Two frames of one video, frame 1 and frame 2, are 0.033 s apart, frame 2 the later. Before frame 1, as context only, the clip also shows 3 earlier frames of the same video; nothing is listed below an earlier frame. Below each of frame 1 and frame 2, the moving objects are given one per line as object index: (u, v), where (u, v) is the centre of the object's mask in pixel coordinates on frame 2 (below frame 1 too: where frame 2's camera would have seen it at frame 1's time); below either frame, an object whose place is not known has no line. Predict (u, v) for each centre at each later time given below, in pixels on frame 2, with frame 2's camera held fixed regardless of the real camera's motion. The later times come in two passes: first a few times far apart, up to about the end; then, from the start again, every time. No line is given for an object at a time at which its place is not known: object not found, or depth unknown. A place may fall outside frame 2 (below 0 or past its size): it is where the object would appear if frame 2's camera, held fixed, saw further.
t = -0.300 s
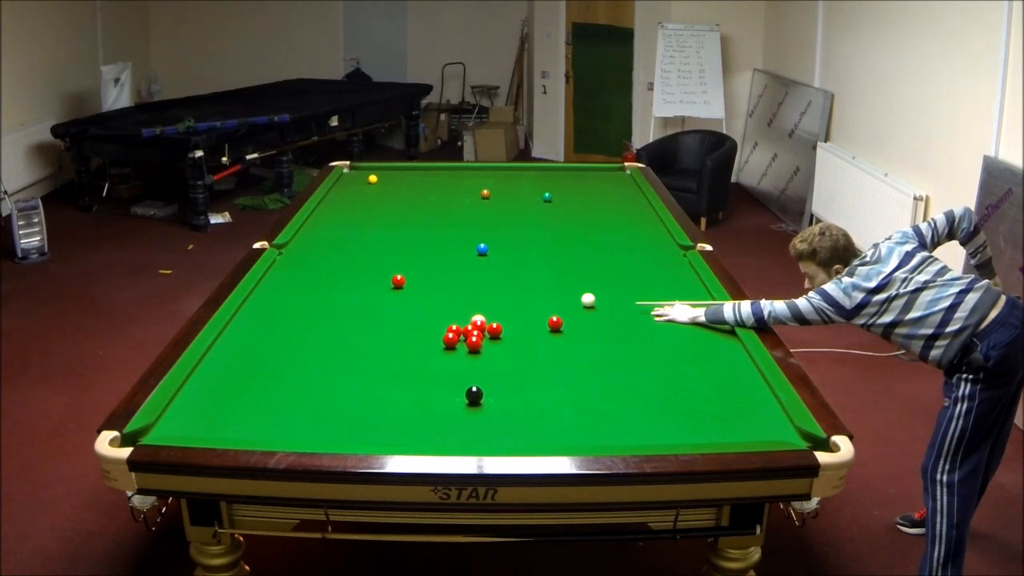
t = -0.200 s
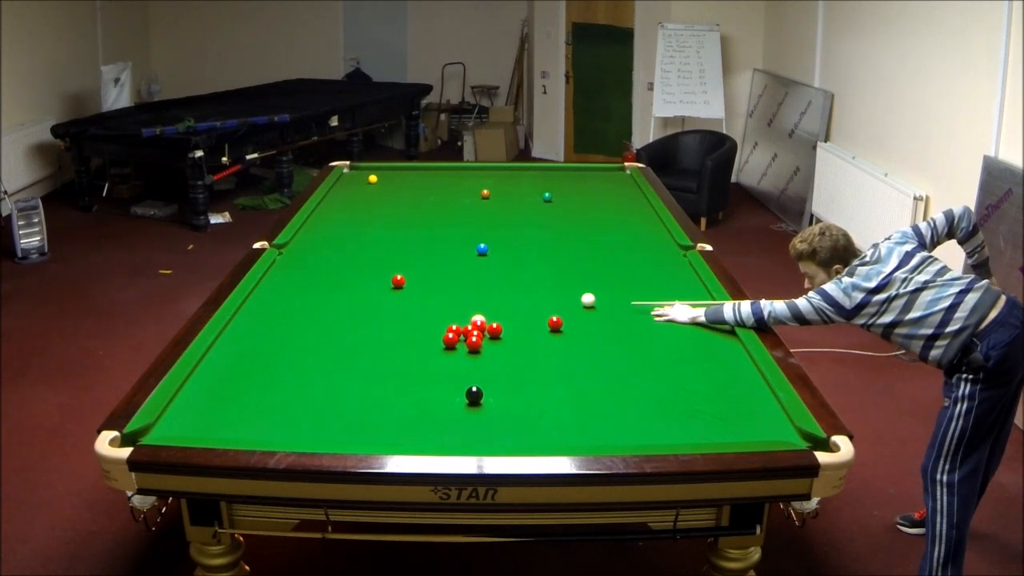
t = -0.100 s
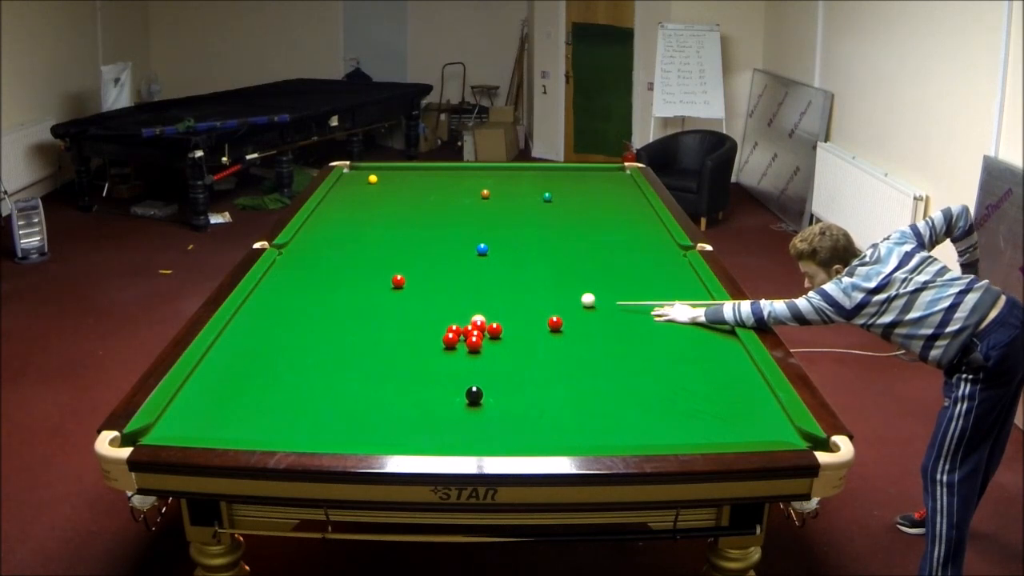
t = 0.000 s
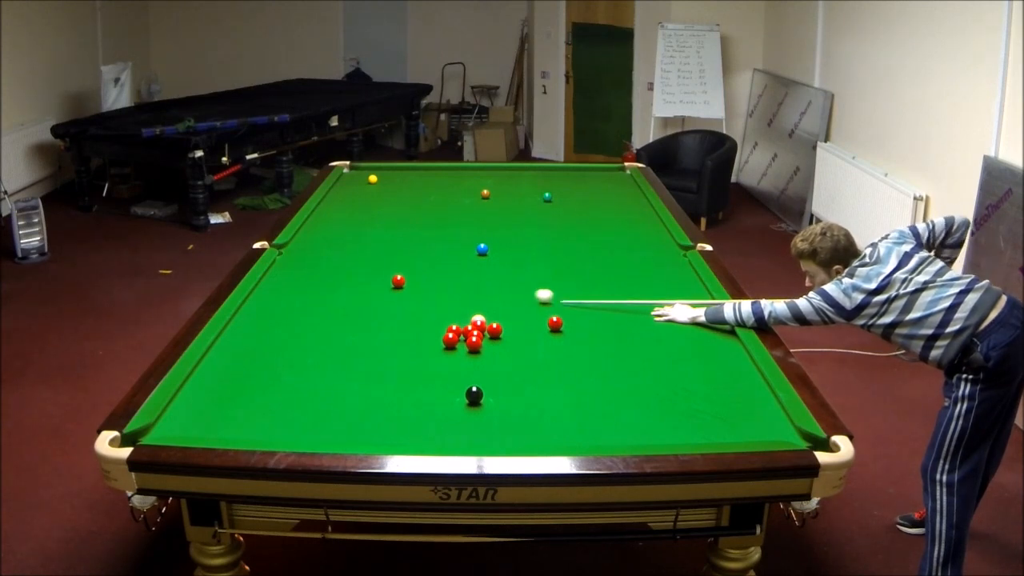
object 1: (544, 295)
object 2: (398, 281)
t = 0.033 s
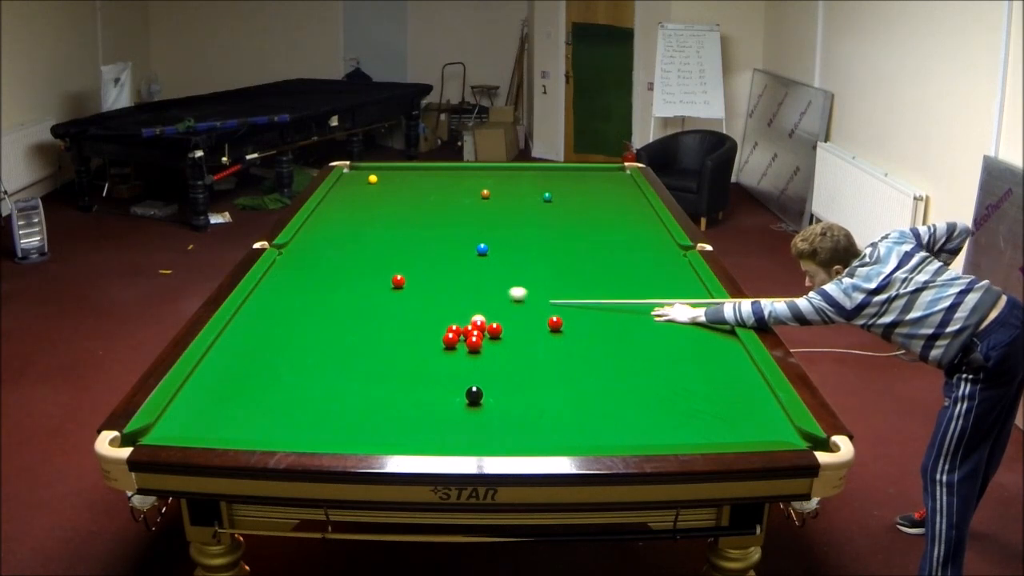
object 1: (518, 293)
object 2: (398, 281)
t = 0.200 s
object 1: (406, 284)
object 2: (394, 280)
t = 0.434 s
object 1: (373, 296)
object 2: (316, 258)
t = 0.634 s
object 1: (349, 305)
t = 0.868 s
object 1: (320, 317)
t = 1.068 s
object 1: (294, 327)
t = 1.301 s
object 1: (265, 338)
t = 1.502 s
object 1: (240, 349)
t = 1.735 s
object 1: (209, 361)
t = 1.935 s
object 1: (208, 372)
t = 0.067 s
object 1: (492, 291)
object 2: (398, 281)
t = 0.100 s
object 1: (469, 289)
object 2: (398, 281)
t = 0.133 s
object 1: (445, 287)
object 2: (398, 281)
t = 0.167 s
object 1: (423, 285)
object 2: (398, 281)
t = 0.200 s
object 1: (406, 284)
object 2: (394, 280)
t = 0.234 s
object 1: (400, 286)
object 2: (381, 276)
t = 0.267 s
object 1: (394, 288)
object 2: (368, 273)
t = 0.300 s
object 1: (389, 289)
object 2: (357, 270)
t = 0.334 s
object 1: (385, 291)
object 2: (345, 266)
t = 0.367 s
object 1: (381, 293)
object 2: (335, 263)
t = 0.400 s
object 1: (377, 294)
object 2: (326, 261)
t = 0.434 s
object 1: (373, 296)
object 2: (316, 258)
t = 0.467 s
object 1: (369, 298)
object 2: (307, 256)
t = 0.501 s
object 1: (365, 299)
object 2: (300, 253)
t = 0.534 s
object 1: (361, 301)
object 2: (292, 251)
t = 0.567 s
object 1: (357, 302)
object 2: (284, 249)
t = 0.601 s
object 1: (353, 304)
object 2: (277, 246)
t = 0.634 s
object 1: (349, 305)
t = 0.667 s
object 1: (344, 307)
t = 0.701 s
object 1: (340, 309)
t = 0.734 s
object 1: (336, 310)
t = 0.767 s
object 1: (332, 312)
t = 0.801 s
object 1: (328, 314)
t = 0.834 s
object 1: (324, 315)
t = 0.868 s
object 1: (320, 317)
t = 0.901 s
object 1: (316, 318)
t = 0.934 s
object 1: (311, 320)
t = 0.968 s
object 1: (307, 322)
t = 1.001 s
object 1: (303, 323)
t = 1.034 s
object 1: (299, 325)
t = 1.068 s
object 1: (294, 327)
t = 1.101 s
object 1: (290, 328)
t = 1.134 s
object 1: (286, 330)
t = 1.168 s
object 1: (282, 332)
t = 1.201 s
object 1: (278, 333)
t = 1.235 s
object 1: (273, 335)
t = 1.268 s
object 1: (269, 337)
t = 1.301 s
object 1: (265, 338)
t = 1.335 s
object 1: (261, 340)
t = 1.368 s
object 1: (256, 342)
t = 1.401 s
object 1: (252, 343)
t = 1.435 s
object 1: (248, 345)
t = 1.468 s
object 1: (244, 347)
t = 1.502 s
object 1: (240, 349)
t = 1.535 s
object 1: (235, 351)
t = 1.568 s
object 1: (231, 352)
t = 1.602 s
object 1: (227, 354)
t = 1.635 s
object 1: (222, 355)
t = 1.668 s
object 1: (218, 357)
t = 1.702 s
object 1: (214, 359)
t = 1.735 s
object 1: (209, 361)
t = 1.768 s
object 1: (205, 363)
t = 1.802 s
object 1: (205, 364)
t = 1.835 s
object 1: (206, 366)
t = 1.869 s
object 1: (206, 368)
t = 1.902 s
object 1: (208, 370)
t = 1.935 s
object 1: (208, 372)
